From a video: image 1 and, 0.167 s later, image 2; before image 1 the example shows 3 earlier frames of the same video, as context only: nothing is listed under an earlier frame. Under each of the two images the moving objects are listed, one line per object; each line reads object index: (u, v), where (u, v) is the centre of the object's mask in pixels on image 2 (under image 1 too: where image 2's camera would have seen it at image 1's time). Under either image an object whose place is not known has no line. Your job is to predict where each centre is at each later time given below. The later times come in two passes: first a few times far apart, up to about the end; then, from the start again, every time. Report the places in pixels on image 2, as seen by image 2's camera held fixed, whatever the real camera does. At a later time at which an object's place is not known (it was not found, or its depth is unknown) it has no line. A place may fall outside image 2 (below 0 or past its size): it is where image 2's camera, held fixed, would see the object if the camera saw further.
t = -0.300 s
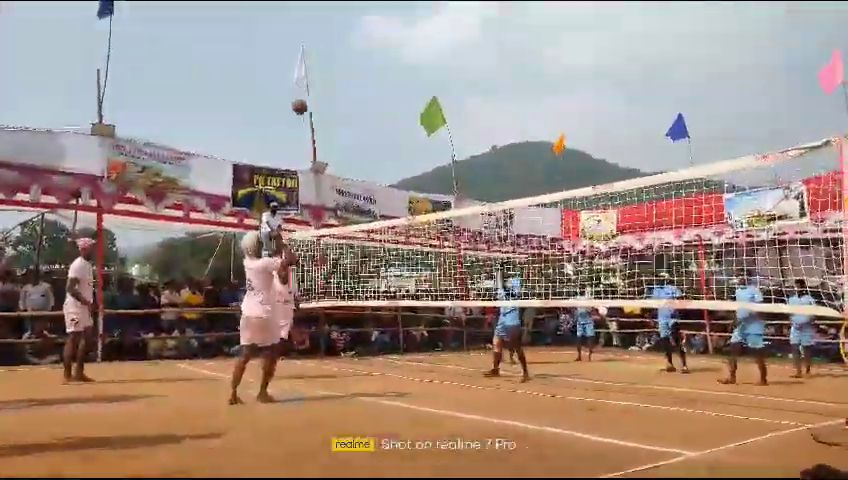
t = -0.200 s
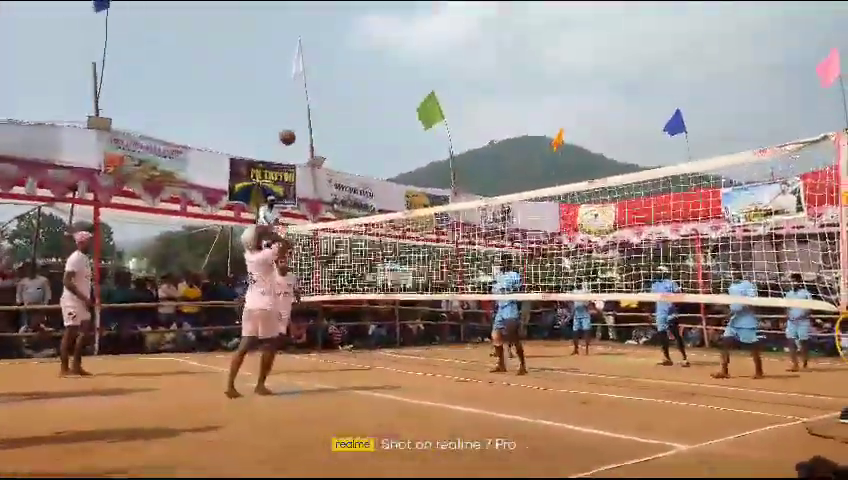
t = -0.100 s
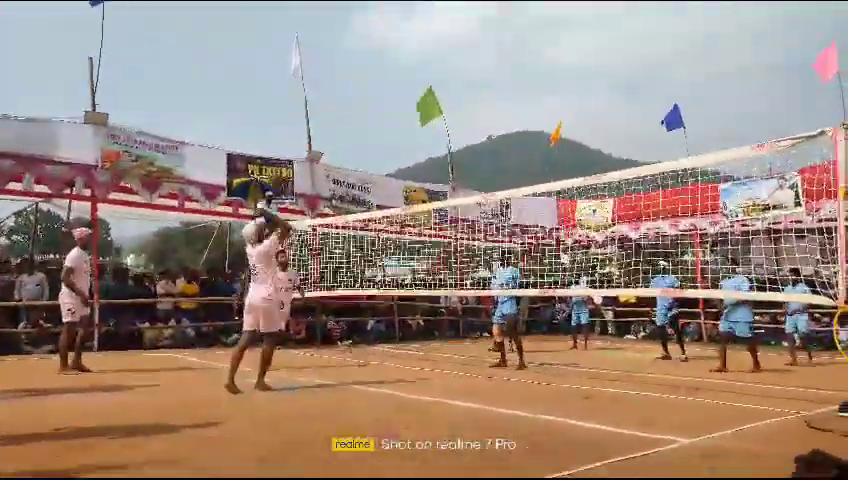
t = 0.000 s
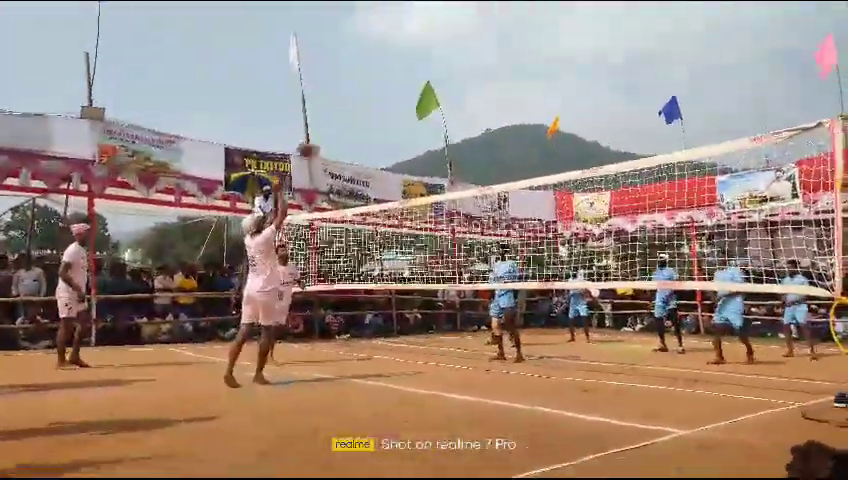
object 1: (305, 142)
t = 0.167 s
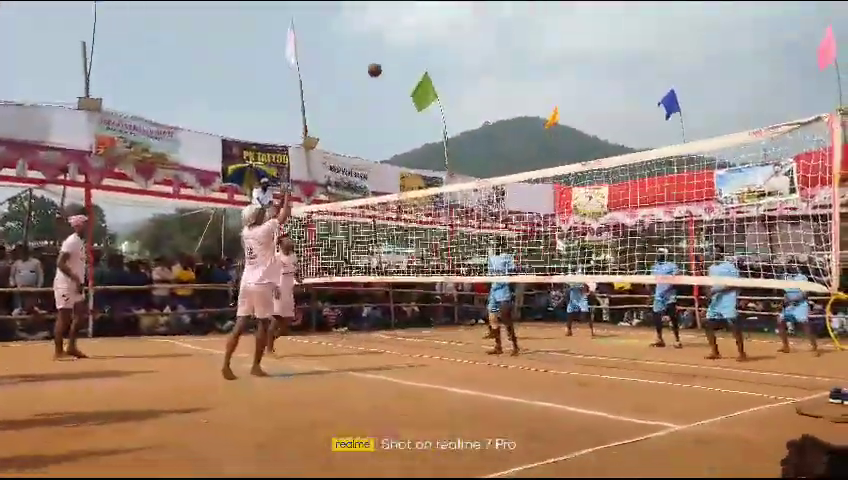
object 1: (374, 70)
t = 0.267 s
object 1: (411, 42)
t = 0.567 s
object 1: (503, 15)
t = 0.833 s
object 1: (565, 36)
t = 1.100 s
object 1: (616, 92)
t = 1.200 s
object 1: (633, 122)
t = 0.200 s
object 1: (387, 59)
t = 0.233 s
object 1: (399, 51)
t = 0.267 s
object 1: (411, 42)
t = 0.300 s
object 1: (423, 36)
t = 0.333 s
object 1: (434, 30)
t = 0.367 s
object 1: (445, 25)
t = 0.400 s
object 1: (455, 21)
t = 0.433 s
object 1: (465, 19)
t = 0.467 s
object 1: (475, 17)
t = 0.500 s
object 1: (485, 15)
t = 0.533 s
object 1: (493, 14)
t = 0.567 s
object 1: (503, 15)
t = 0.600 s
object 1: (512, 15)
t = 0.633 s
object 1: (520, 16)
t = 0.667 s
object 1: (527, 18)
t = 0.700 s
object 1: (535, 21)
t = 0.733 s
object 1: (543, 23)
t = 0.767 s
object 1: (551, 27)
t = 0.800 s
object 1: (558, 33)
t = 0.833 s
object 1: (565, 36)
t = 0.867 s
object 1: (572, 42)
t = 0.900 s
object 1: (579, 48)
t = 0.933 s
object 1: (585, 54)
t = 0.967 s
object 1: (591, 61)
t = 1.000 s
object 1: (598, 68)
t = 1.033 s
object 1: (603, 76)
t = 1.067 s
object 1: (610, 84)
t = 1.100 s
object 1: (616, 92)
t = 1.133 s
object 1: (622, 101)
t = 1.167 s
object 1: (628, 111)
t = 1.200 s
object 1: (633, 122)
